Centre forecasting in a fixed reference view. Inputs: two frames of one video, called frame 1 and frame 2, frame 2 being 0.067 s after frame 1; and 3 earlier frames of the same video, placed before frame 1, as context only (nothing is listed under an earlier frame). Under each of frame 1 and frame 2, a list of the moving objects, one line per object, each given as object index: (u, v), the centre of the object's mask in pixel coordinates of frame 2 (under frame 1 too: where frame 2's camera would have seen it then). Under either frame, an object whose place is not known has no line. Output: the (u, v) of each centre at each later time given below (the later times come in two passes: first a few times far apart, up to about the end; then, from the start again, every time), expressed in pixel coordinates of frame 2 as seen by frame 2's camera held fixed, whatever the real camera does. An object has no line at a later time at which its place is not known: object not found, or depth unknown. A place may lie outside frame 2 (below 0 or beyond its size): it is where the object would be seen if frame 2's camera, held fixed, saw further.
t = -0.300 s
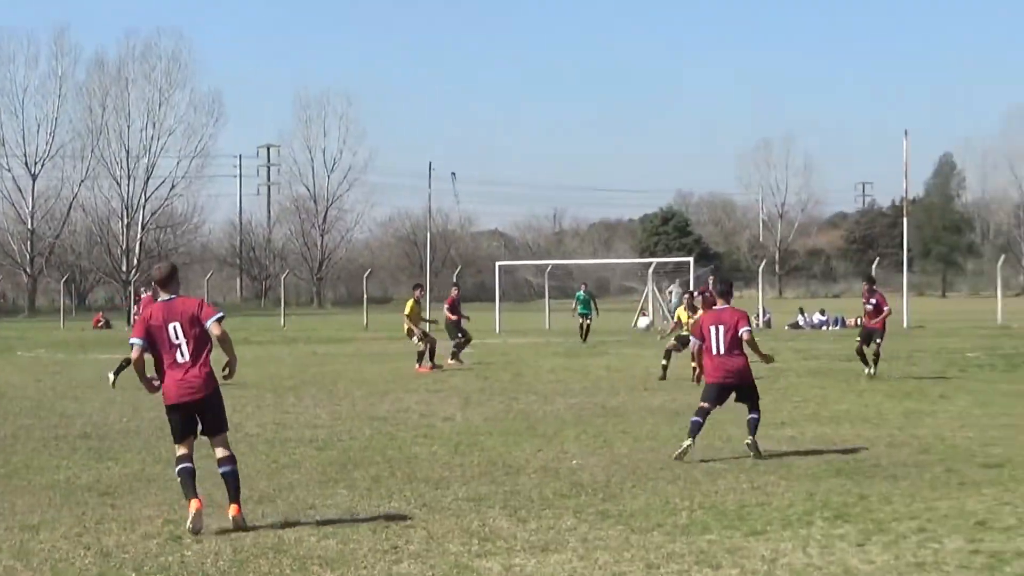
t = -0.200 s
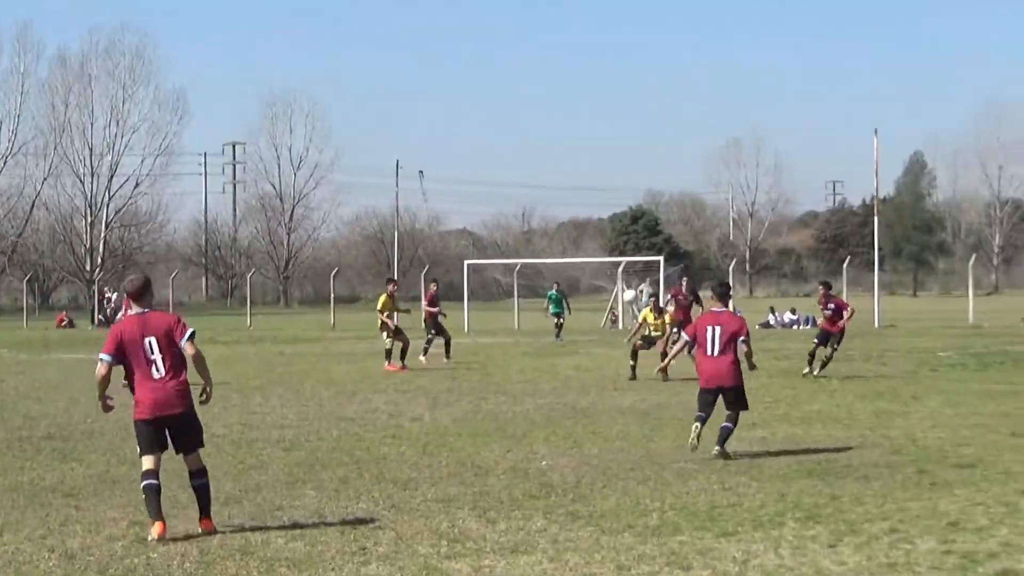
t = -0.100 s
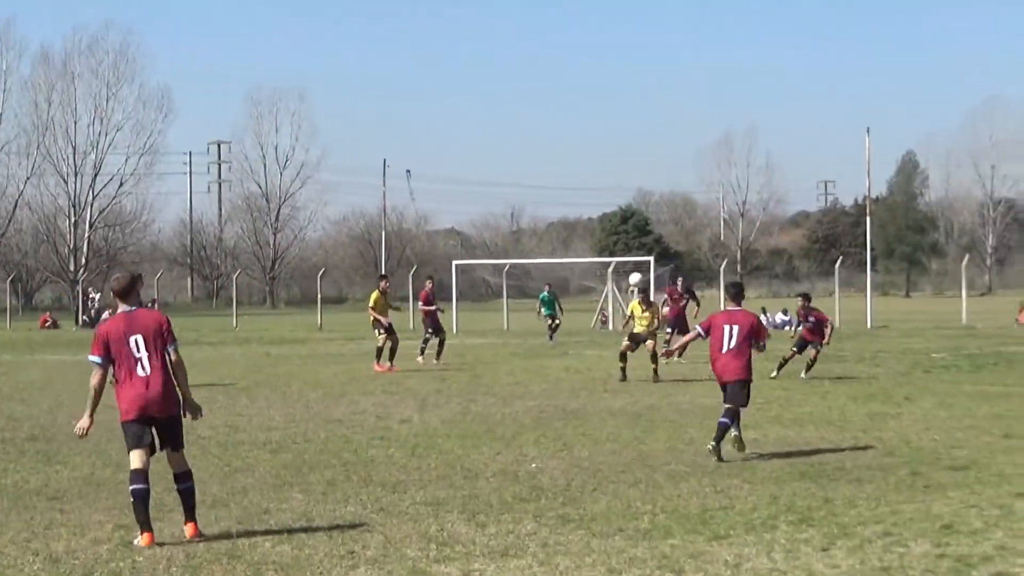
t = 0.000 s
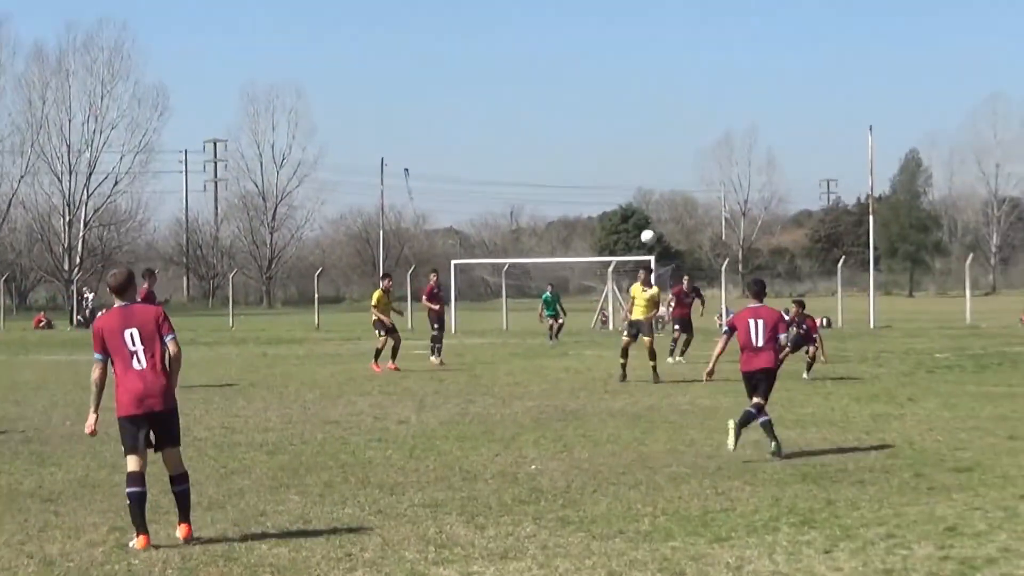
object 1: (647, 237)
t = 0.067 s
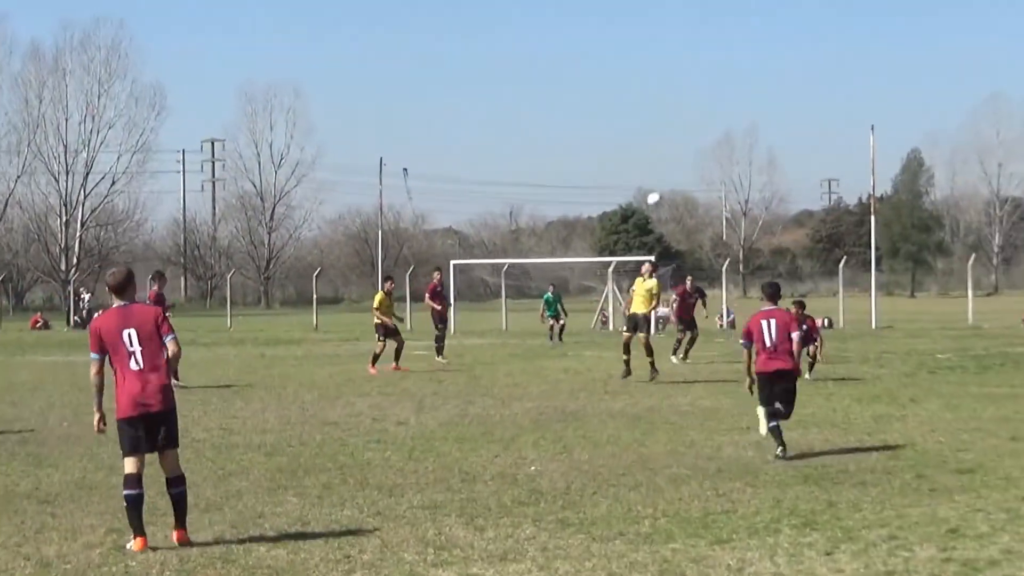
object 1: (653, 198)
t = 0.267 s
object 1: (677, 107)
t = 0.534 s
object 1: (698, 38)
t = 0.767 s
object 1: (718, 14)
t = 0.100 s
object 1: (659, 182)
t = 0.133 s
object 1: (663, 166)
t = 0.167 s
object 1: (667, 150)
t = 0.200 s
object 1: (671, 134)
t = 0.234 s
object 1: (674, 119)
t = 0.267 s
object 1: (677, 107)
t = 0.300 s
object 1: (681, 95)
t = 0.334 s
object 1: (683, 85)
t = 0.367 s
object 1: (686, 76)
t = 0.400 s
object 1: (688, 68)
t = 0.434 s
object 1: (691, 59)
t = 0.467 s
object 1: (693, 52)
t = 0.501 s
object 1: (696, 45)
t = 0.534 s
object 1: (698, 38)
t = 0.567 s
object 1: (700, 34)
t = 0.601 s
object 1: (702, 30)
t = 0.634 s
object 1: (705, 26)
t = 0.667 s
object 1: (708, 24)
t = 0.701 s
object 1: (712, 20)
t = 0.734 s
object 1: (715, 18)
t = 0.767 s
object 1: (718, 14)
